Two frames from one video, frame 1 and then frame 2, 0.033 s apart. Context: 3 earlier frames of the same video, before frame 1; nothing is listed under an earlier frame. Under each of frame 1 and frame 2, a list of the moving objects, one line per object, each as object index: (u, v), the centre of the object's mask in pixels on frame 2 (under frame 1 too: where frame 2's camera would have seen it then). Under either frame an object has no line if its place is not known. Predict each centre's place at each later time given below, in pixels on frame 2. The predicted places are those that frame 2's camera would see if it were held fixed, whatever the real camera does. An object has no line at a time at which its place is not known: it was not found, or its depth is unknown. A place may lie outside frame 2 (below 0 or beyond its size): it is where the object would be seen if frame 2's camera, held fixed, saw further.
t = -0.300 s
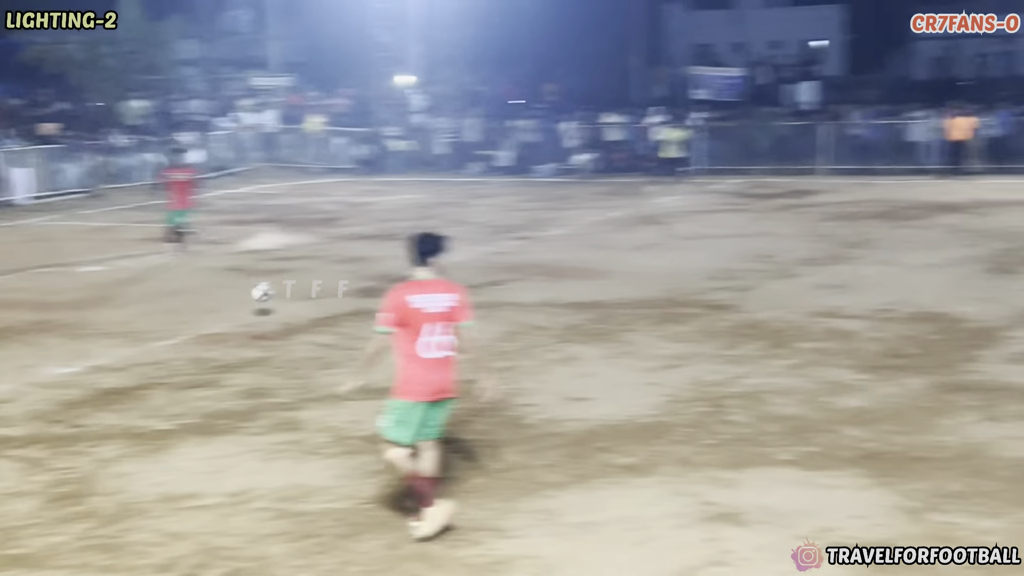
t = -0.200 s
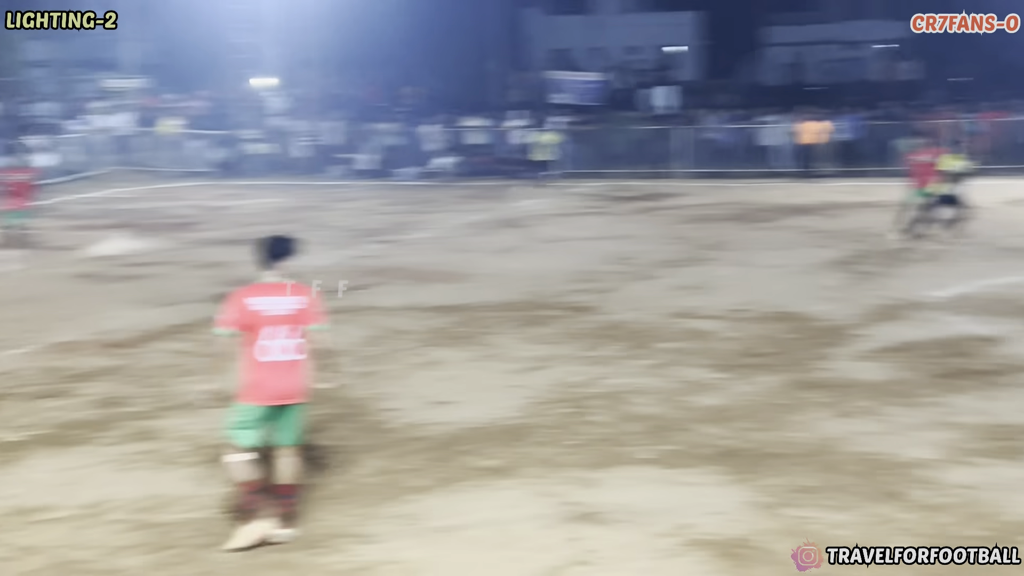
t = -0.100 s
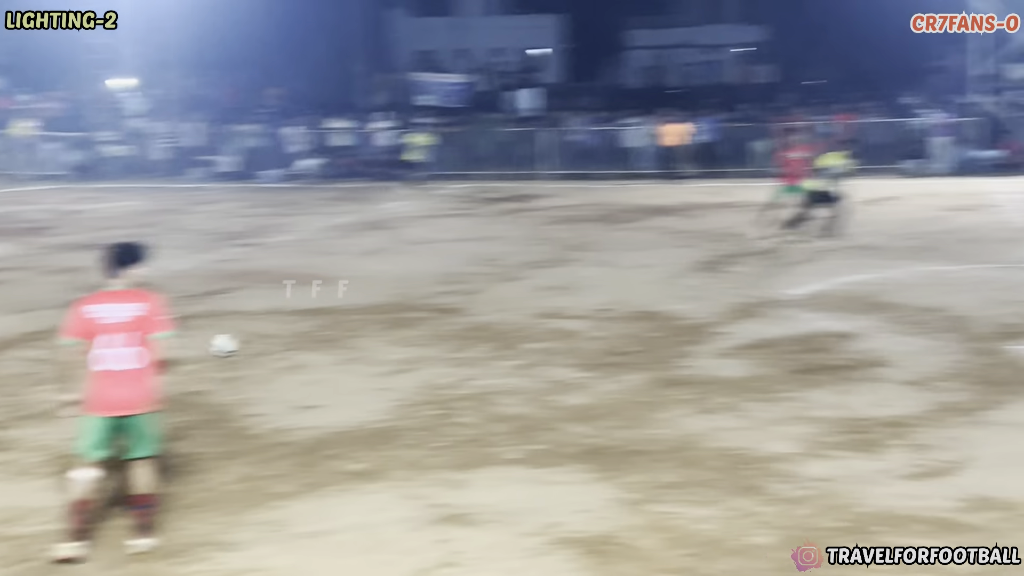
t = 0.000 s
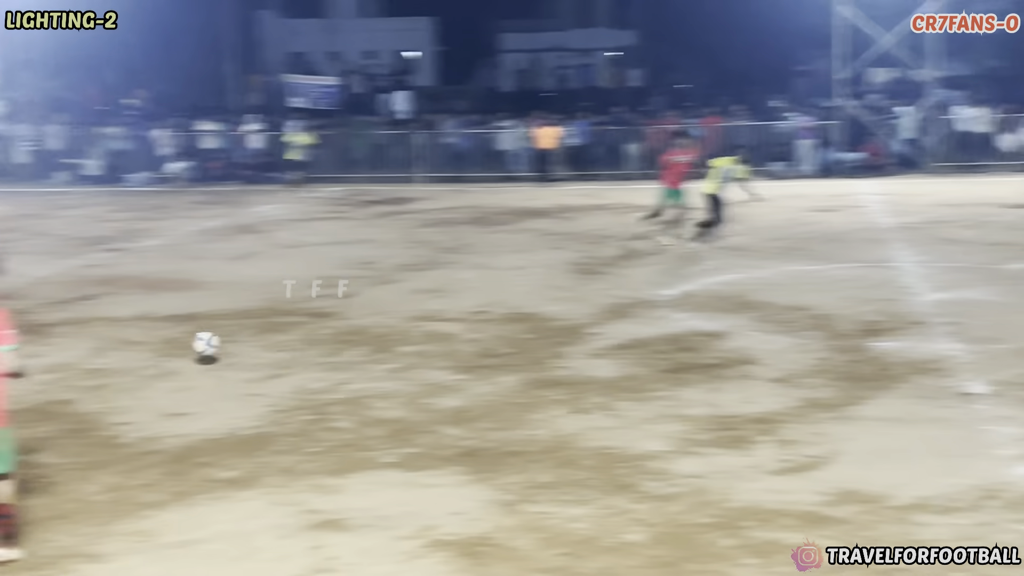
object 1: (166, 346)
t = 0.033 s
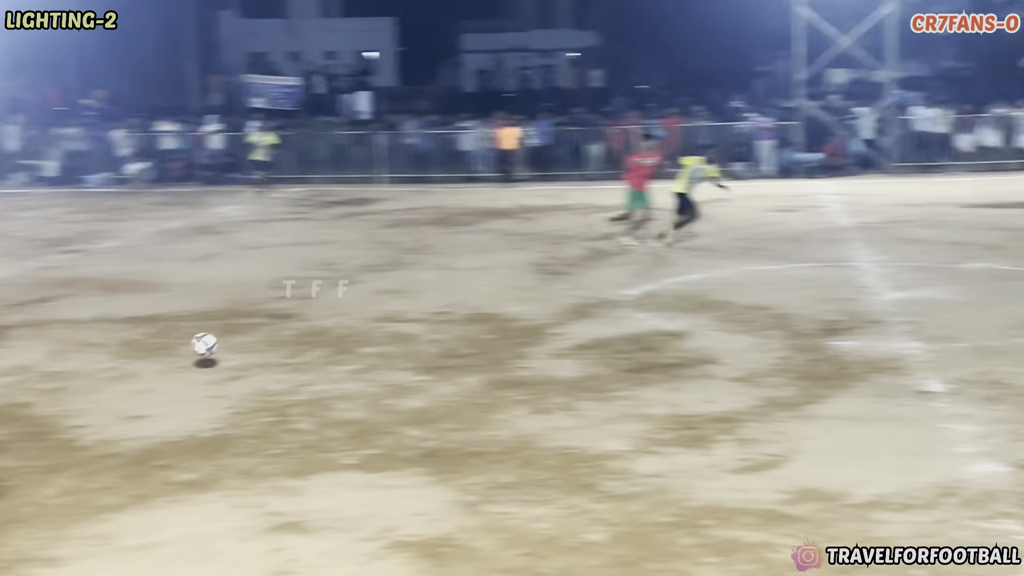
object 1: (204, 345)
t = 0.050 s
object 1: (226, 344)
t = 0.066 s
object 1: (247, 345)
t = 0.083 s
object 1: (266, 346)
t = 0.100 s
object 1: (288, 347)
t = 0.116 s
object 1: (309, 349)
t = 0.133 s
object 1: (329, 351)
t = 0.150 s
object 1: (350, 353)
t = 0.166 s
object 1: (372, 355)
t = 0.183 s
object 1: (392, 358)
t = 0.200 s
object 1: (415, 362)
